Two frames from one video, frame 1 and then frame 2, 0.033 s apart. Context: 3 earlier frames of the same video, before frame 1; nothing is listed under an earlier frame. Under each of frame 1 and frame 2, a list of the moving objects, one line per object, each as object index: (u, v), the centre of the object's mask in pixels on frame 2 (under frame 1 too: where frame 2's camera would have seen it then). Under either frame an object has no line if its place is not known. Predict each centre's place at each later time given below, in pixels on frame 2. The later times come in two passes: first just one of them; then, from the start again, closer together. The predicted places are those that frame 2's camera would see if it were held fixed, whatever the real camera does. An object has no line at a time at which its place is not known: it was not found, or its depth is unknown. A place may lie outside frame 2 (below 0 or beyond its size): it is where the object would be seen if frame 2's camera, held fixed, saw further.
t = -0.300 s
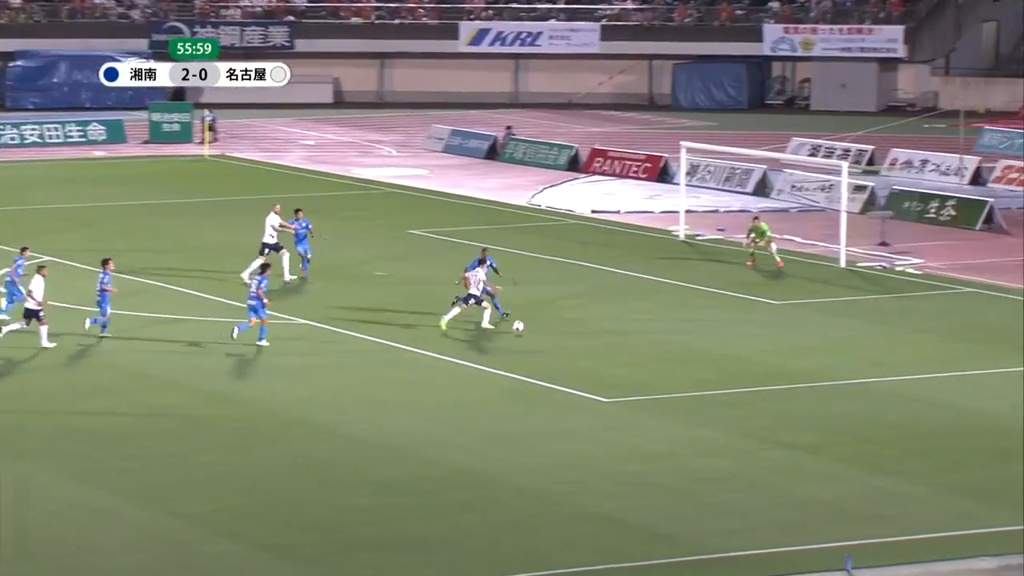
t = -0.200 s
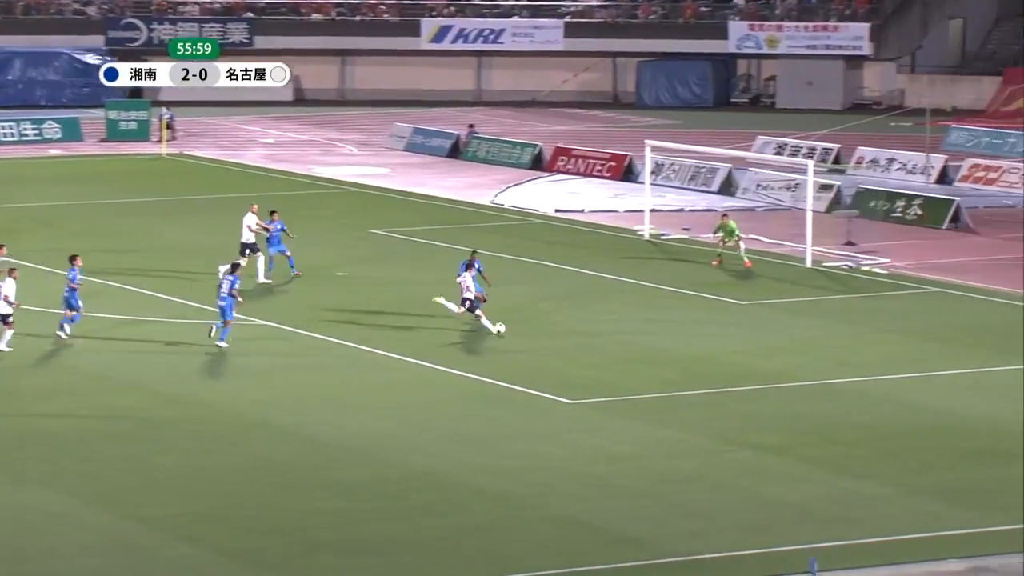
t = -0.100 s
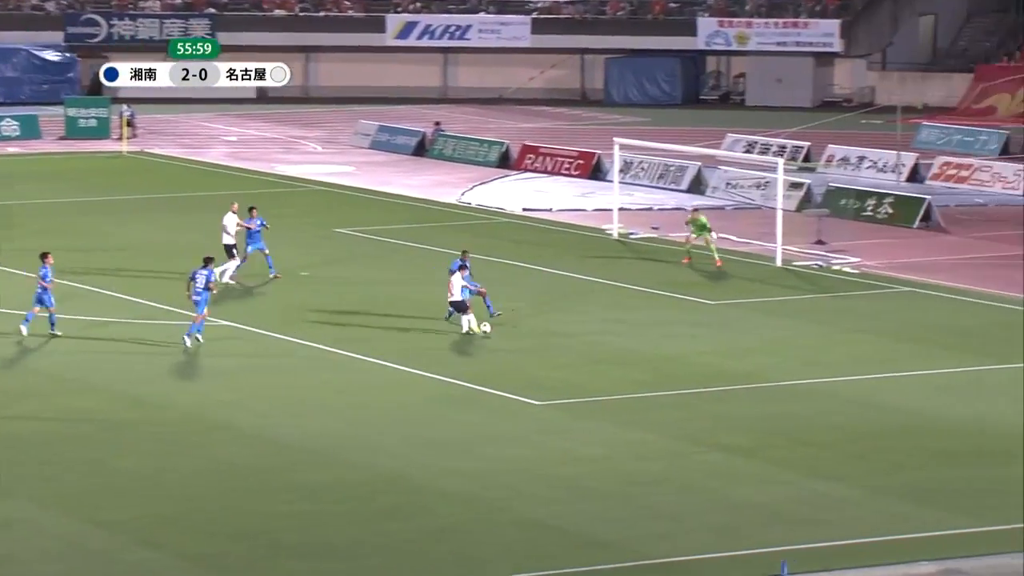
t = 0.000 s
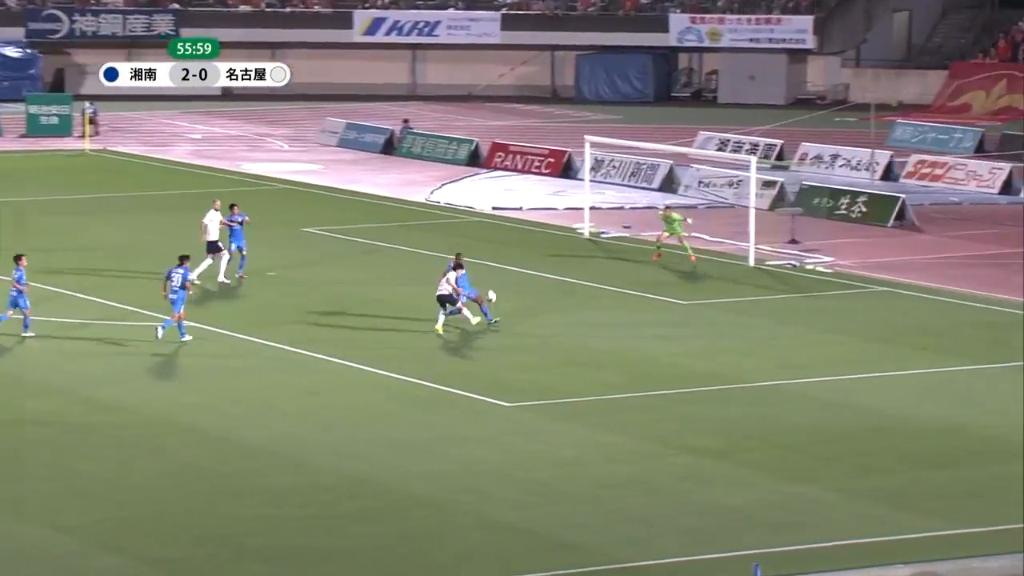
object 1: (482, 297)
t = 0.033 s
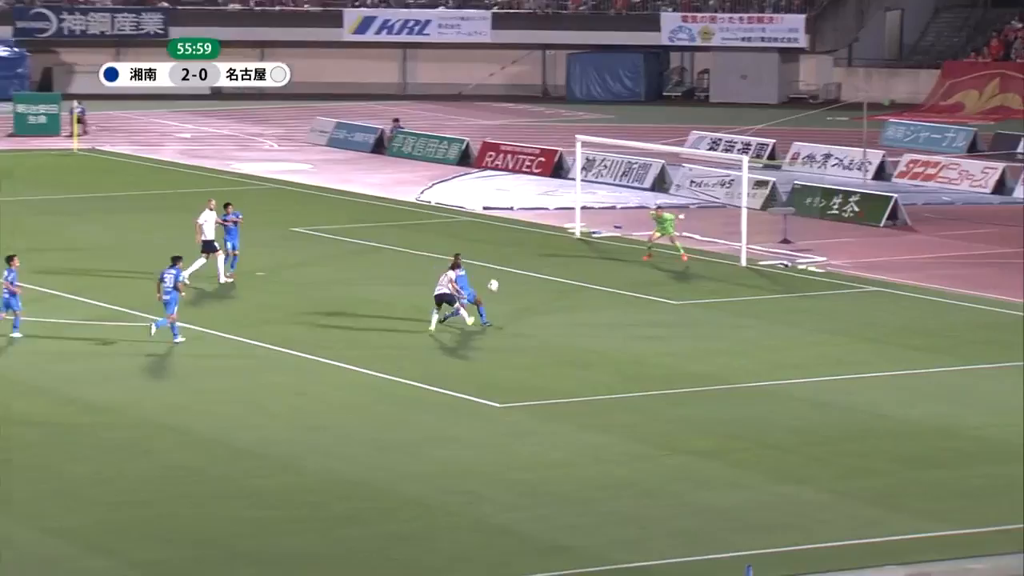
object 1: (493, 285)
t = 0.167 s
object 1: (531, 248)
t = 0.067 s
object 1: (504, 275)
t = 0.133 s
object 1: (523, 256)
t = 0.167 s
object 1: (531, 248)
